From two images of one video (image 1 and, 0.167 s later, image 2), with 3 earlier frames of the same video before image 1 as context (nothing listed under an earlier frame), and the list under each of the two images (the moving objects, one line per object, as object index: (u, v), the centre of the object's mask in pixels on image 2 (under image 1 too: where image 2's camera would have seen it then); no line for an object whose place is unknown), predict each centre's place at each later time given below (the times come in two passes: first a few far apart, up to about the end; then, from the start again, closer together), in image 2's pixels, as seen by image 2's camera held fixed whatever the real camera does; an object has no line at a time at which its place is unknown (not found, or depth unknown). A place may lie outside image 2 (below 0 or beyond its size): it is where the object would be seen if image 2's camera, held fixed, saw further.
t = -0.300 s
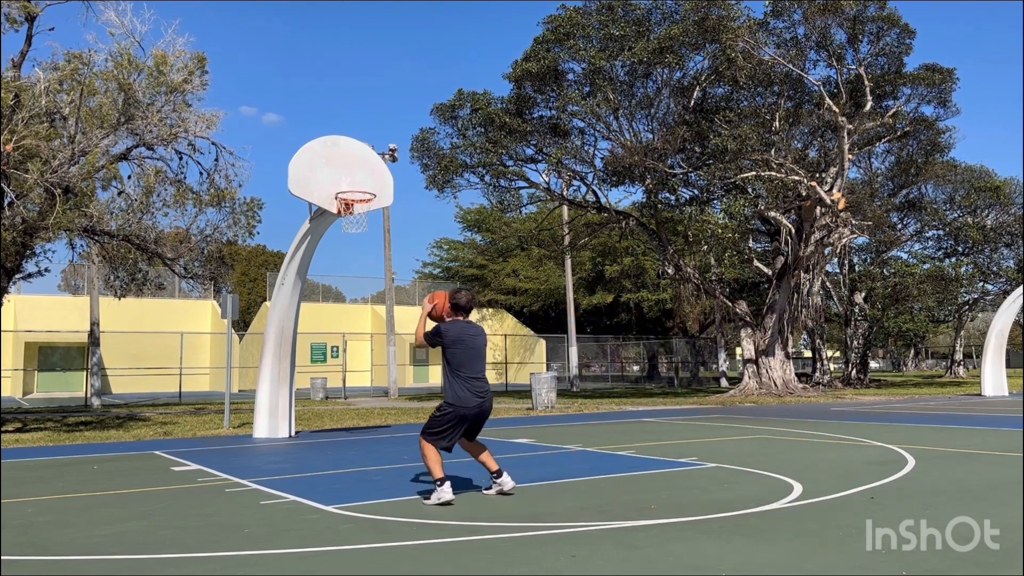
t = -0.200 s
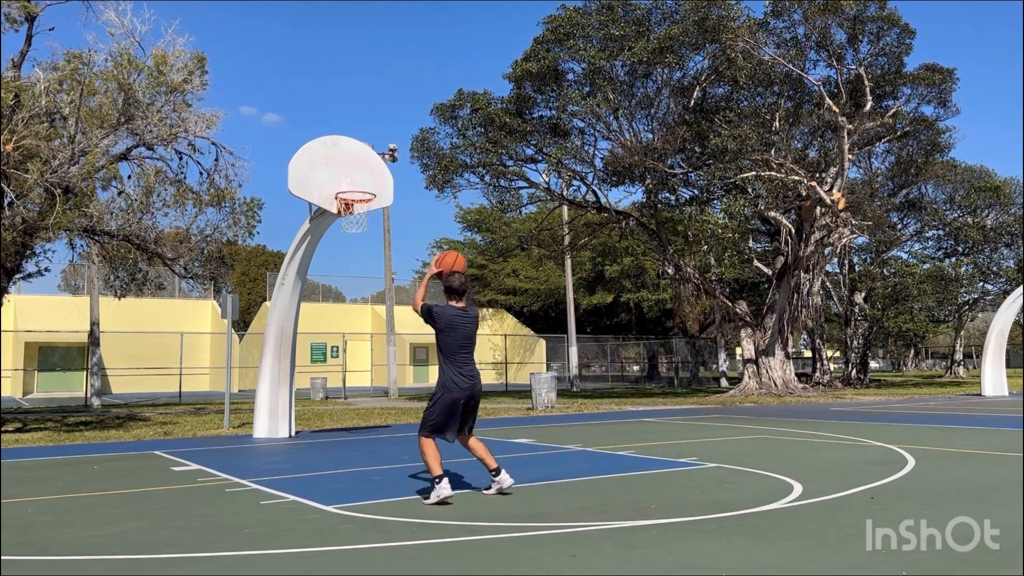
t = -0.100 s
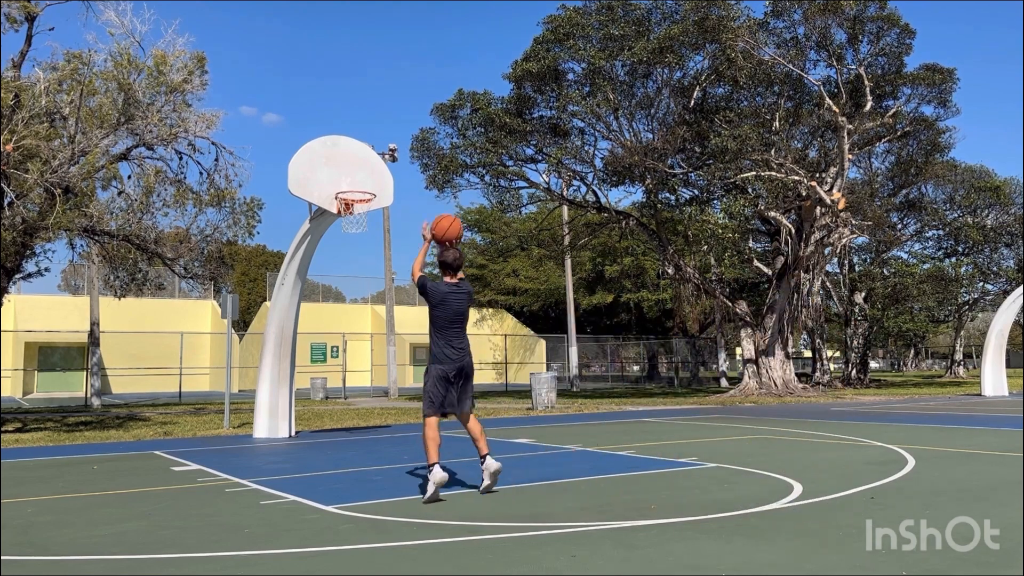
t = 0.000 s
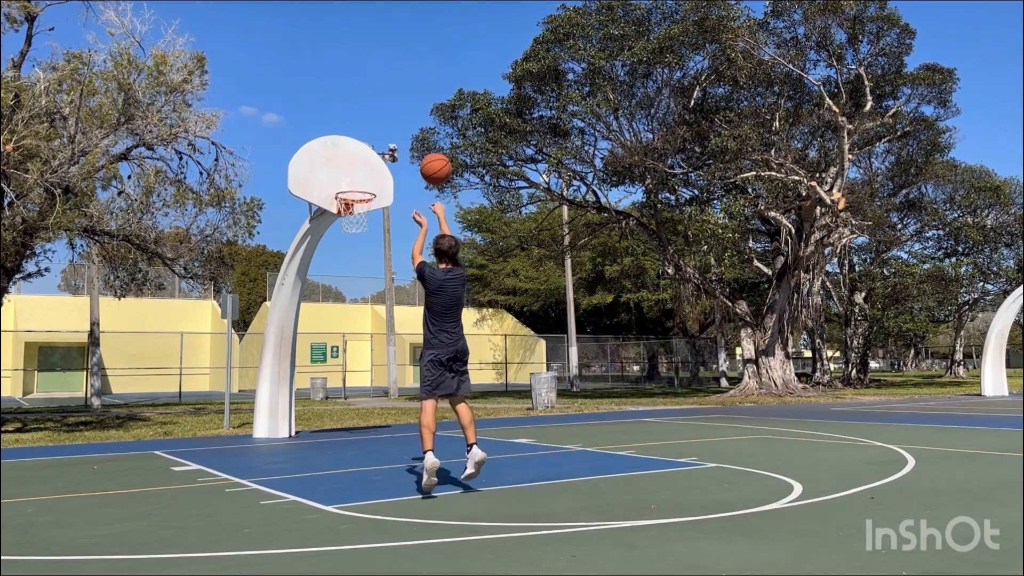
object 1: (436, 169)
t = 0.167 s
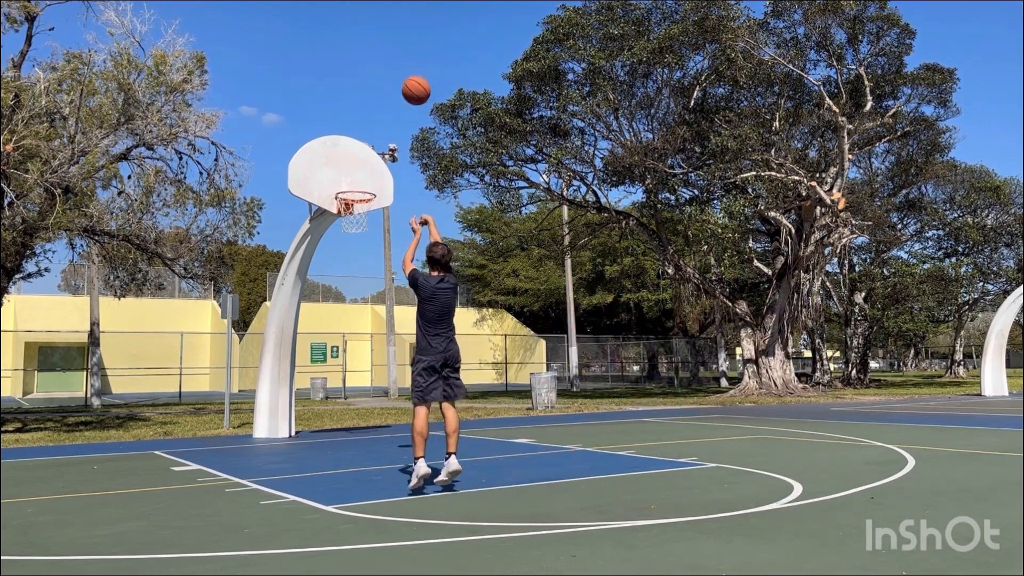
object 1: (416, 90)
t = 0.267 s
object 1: (406, 64)
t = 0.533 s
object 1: (385, 54)
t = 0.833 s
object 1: (367, 116)
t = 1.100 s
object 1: (354, 195)
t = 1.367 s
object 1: (350, 213)
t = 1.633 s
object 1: (350, 277)
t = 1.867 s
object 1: (348, 380)
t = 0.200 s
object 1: (413, 80)
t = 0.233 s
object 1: (409, 71)
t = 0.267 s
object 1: (406, 64)
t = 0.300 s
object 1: (403, 59)
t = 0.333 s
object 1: (400, 55)
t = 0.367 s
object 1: (397, 52)
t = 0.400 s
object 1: (395, 50)
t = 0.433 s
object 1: (392, 49)
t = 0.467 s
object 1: (389, 50)
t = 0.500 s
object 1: (387, 52)
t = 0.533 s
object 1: (385, 54)
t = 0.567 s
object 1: (382, 58)
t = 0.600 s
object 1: (380, 62)
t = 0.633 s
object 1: (378, 68)
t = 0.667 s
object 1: (376, 74)
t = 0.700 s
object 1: (374, 81)
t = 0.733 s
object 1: (372, 89)
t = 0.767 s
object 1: (370, 97)
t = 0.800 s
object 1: (368, 106)
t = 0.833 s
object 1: (367, 116)
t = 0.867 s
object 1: (365, 127)
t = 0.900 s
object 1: (363, 138)
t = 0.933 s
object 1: (361, 150)
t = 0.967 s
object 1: (360, 162)
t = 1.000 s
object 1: (358, 175)
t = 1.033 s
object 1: (357, 188)
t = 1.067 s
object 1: (355, 195)
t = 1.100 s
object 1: (354, 195)
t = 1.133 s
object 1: (355, 196)
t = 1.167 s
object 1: (356, 199)
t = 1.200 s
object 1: (357, 200)
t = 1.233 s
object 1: (355, 200)
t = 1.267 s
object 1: (352, 202)
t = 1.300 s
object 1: (351, 207)
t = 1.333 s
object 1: (351, 209)
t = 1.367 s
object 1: (350, 213)
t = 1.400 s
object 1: (351, 219)
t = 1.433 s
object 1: (351, 225)
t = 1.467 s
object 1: (351, 231)
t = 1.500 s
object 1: (351, 238)
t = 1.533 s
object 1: (351, 247)
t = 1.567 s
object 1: (351, 256)
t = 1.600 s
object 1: (351, 266)
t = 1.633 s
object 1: (350, 277)
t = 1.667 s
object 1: (350, 289)
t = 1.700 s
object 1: (350, 302)
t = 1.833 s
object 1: (349, 362)
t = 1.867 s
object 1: (348, 380)
